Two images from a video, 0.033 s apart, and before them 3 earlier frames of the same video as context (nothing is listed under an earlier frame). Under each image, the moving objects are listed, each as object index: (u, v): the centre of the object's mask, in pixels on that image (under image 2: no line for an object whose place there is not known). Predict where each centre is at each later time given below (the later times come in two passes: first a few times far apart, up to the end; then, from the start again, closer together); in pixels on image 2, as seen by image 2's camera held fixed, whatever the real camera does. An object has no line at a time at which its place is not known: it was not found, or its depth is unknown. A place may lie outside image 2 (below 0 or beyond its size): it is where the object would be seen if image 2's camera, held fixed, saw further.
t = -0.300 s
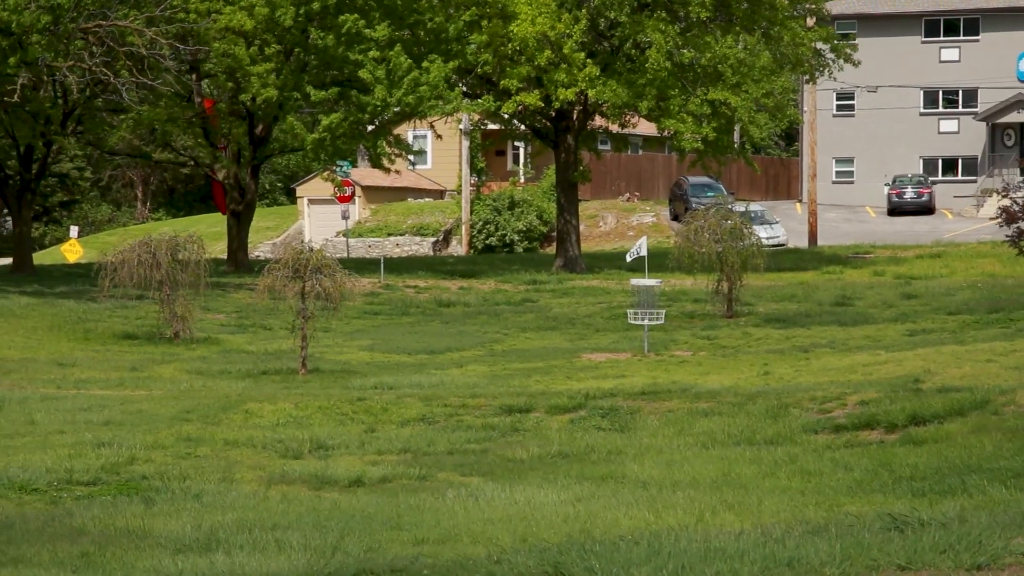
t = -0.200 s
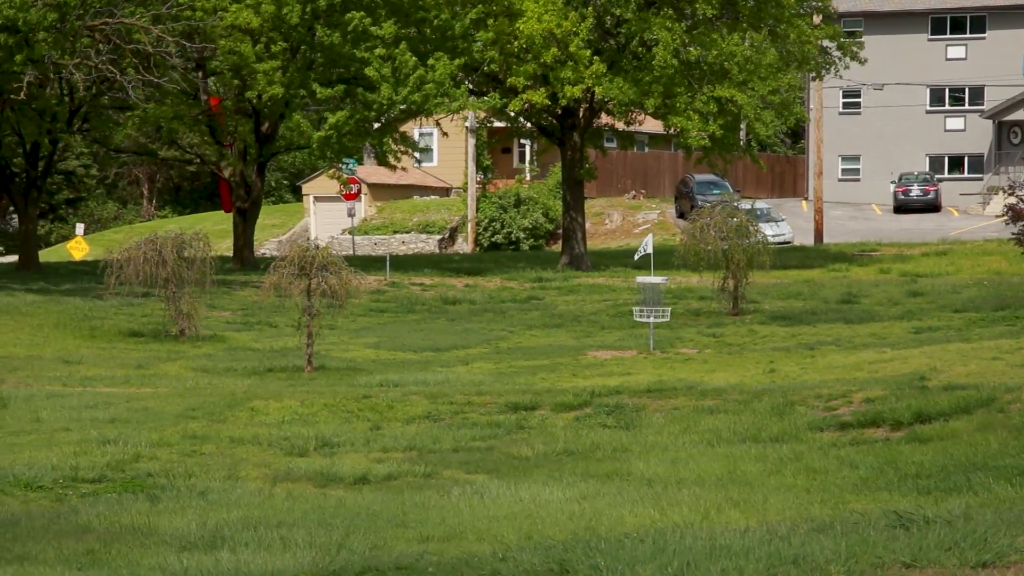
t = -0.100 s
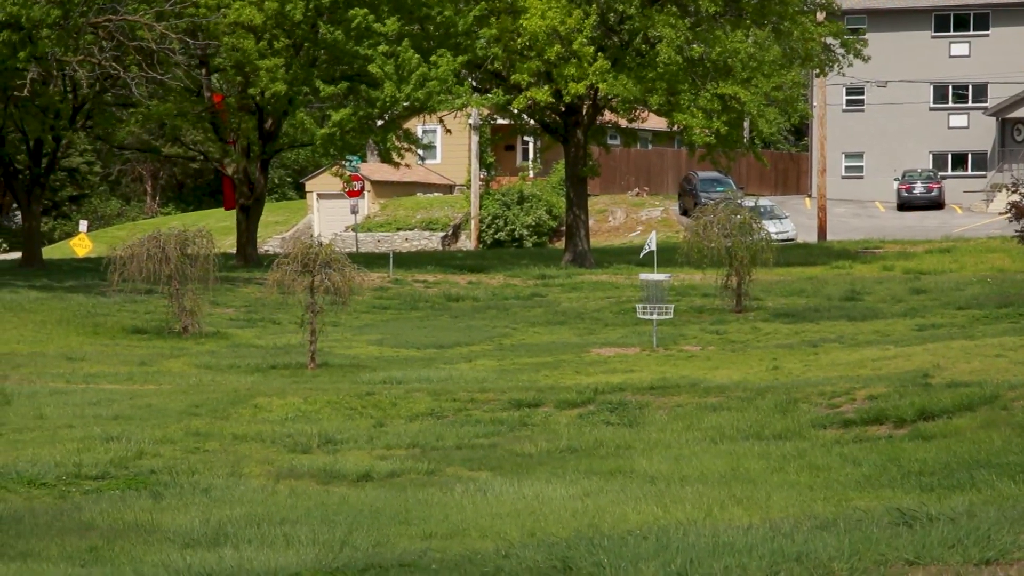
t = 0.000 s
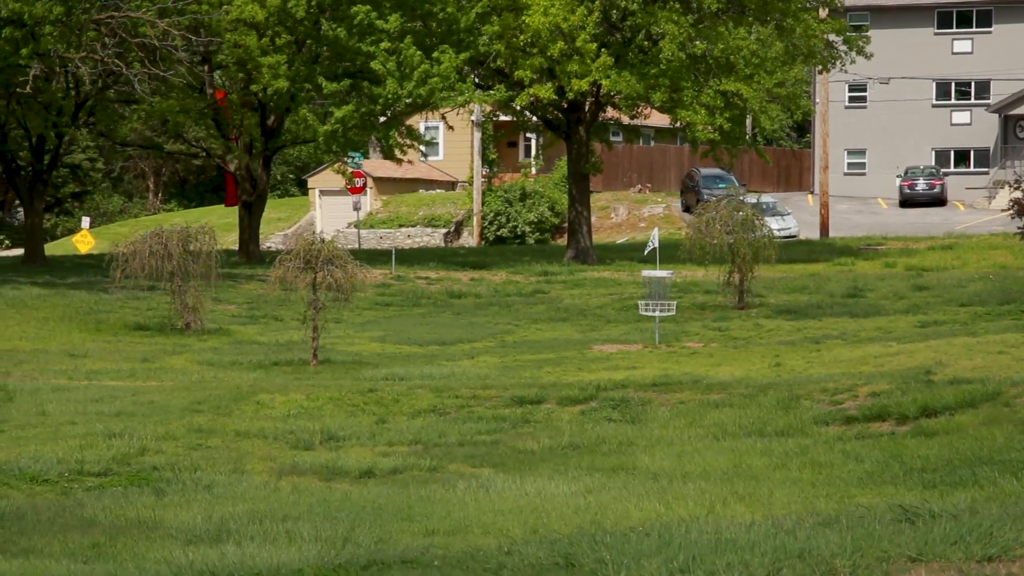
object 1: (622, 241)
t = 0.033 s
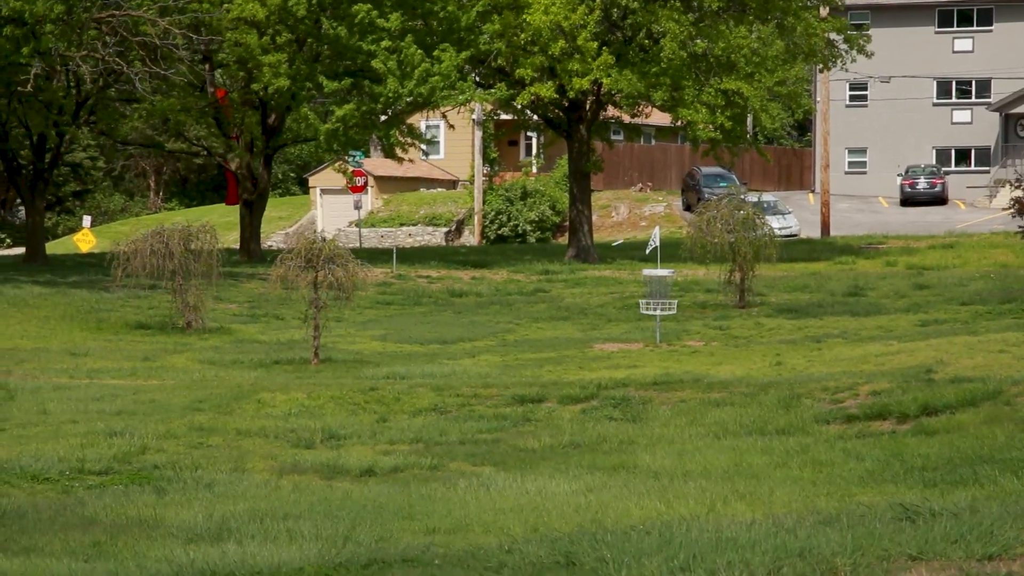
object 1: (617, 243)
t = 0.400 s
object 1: (550, 280)
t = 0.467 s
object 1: (535, 288)
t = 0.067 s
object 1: (612, 244)
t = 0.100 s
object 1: (607, 248)
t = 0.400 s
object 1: (550, 280)
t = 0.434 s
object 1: (542, 284)
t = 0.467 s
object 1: (535, 288)
